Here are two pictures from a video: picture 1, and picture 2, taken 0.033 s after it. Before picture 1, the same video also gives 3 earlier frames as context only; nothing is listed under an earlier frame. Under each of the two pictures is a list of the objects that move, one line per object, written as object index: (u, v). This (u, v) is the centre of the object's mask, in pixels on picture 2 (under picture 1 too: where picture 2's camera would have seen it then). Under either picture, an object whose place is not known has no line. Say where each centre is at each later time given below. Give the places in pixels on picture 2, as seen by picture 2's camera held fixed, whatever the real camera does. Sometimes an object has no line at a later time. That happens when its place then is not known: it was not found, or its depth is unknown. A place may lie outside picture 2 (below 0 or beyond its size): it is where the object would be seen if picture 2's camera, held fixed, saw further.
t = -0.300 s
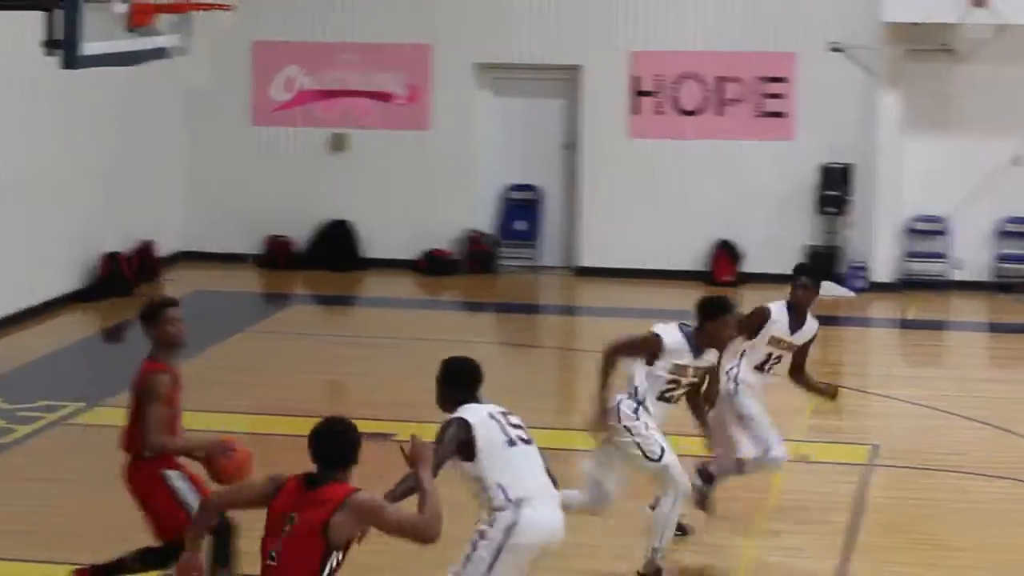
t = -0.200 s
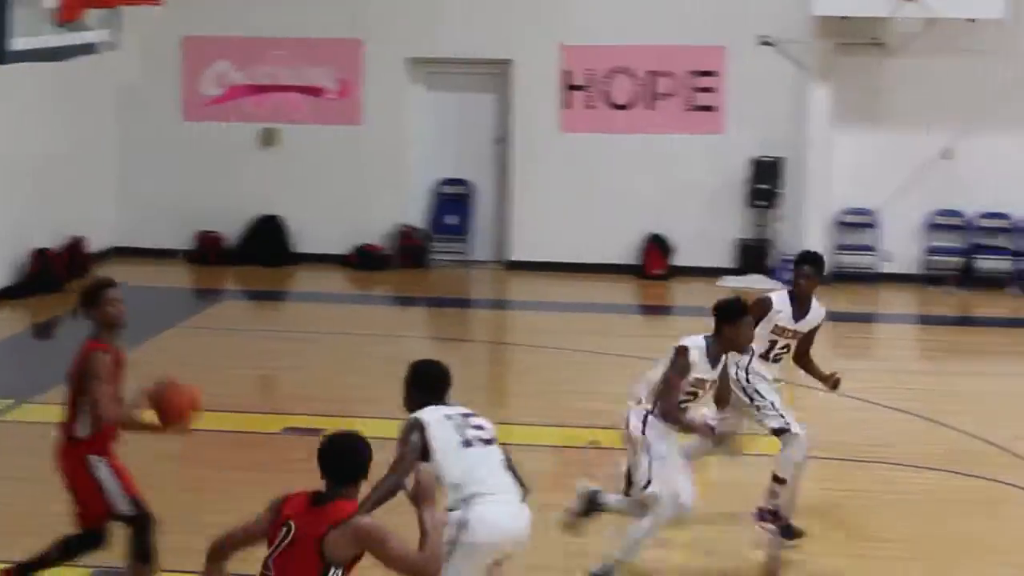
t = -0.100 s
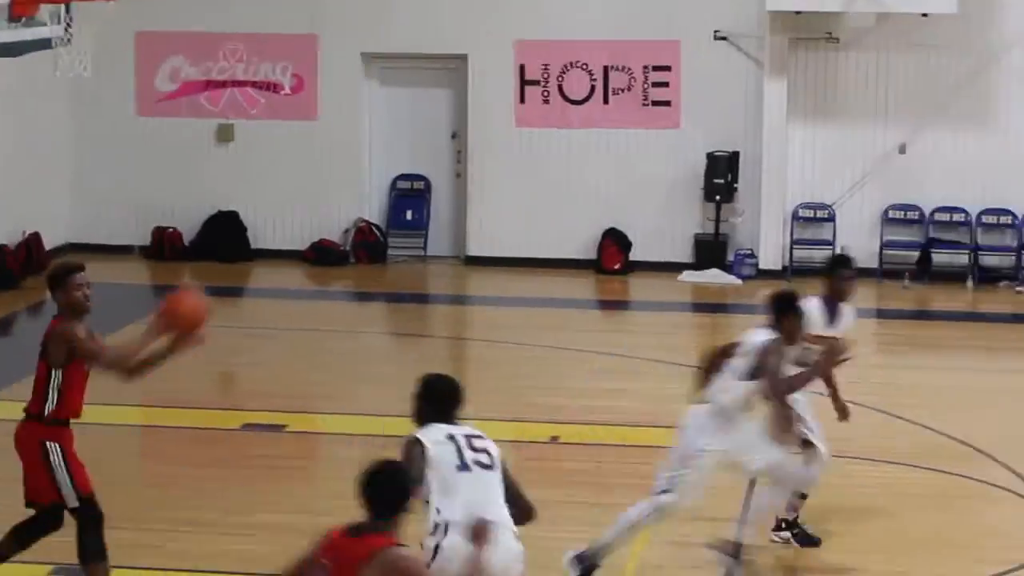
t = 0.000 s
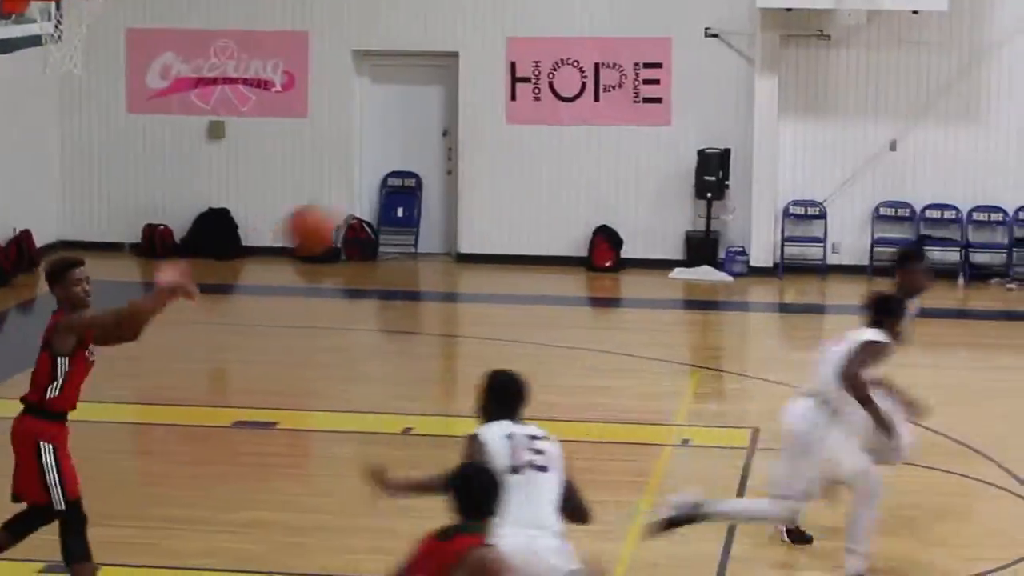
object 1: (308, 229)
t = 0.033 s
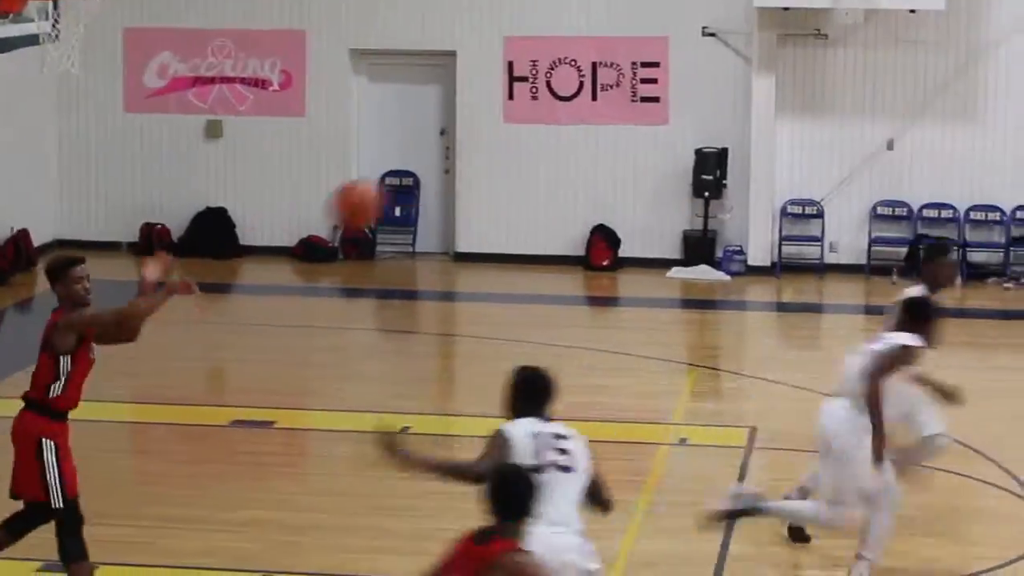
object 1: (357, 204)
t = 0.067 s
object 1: (408, 182)
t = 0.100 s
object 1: (460, 160)
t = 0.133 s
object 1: (515, 142)
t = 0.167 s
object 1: (571, 127)
